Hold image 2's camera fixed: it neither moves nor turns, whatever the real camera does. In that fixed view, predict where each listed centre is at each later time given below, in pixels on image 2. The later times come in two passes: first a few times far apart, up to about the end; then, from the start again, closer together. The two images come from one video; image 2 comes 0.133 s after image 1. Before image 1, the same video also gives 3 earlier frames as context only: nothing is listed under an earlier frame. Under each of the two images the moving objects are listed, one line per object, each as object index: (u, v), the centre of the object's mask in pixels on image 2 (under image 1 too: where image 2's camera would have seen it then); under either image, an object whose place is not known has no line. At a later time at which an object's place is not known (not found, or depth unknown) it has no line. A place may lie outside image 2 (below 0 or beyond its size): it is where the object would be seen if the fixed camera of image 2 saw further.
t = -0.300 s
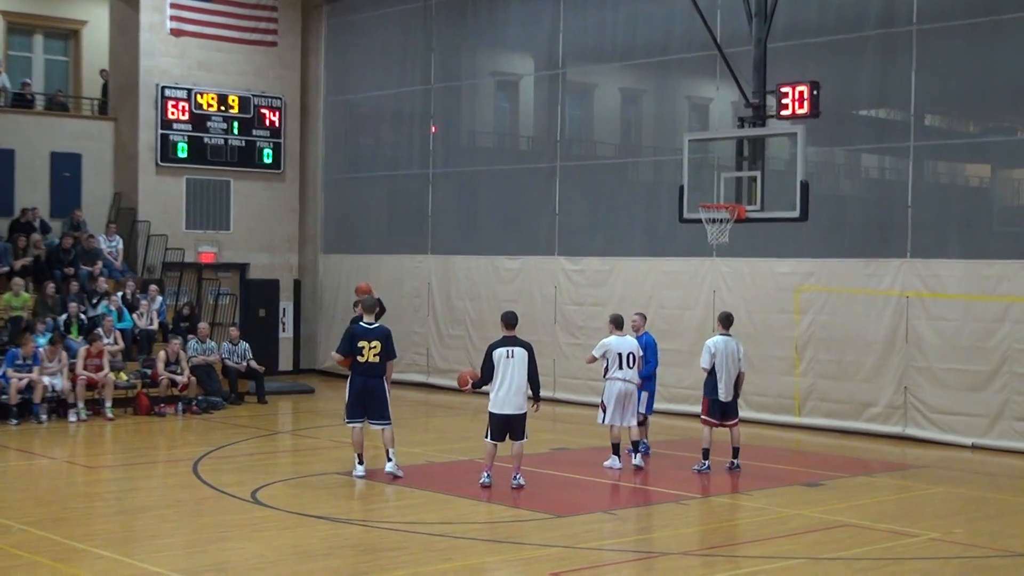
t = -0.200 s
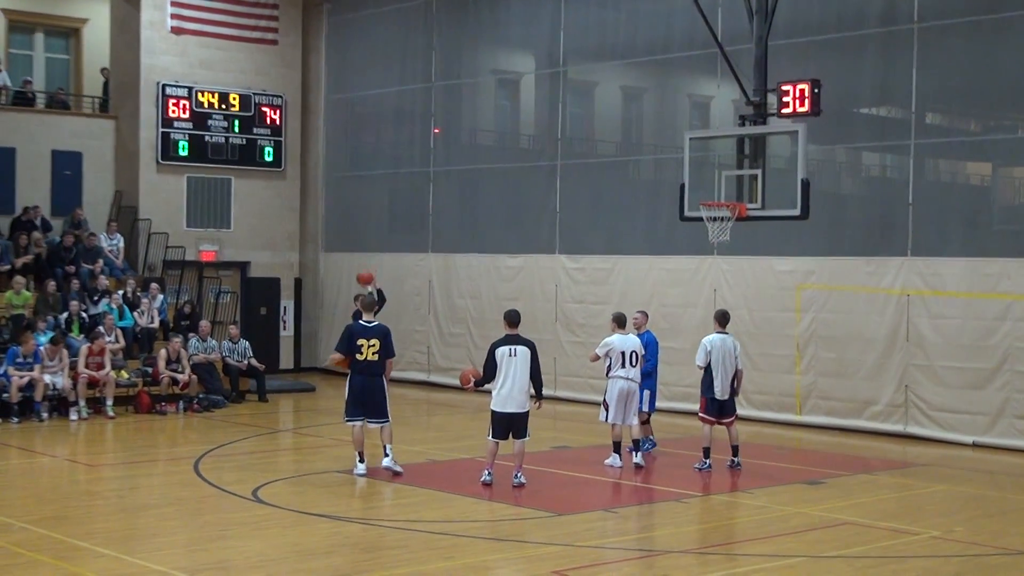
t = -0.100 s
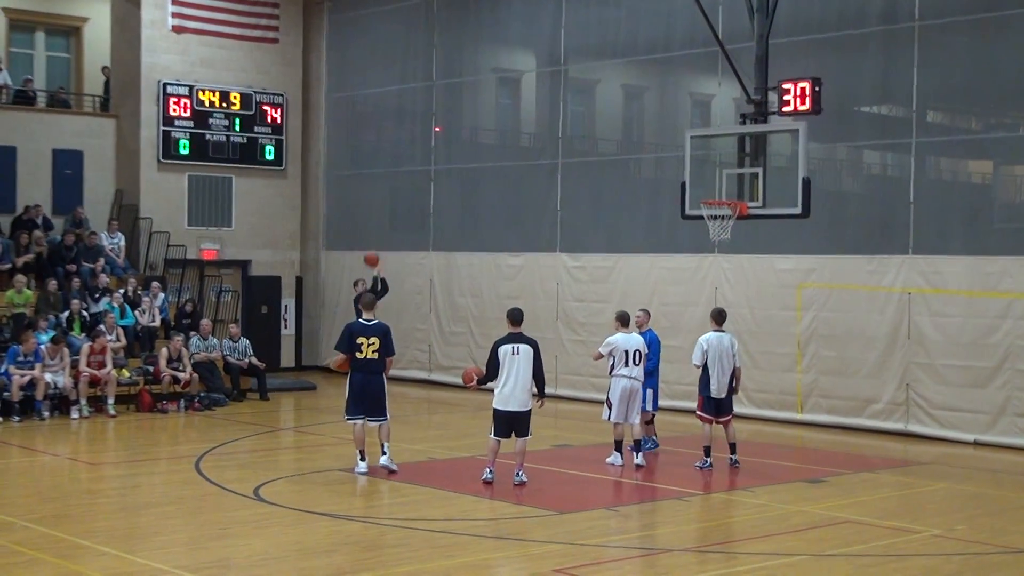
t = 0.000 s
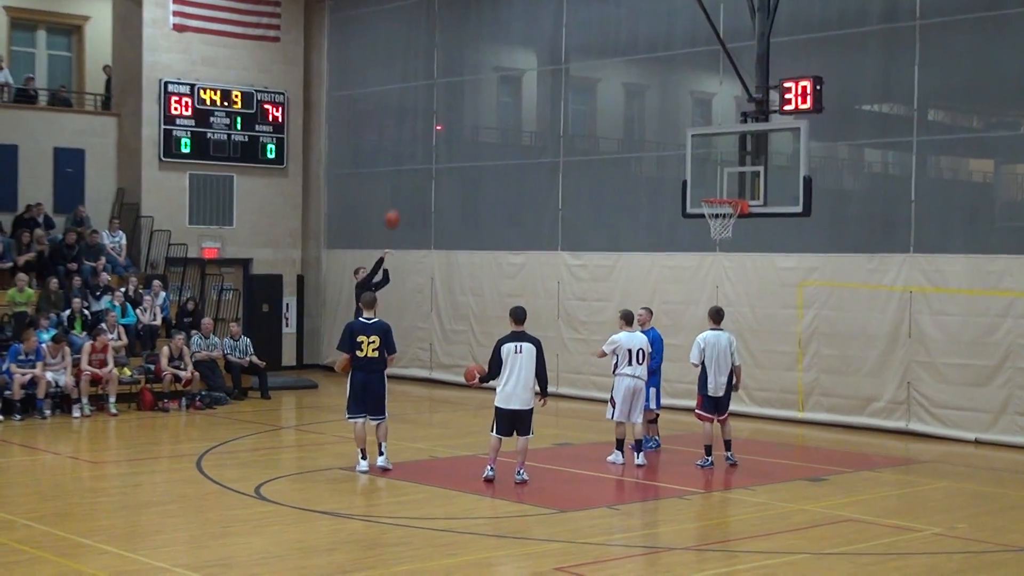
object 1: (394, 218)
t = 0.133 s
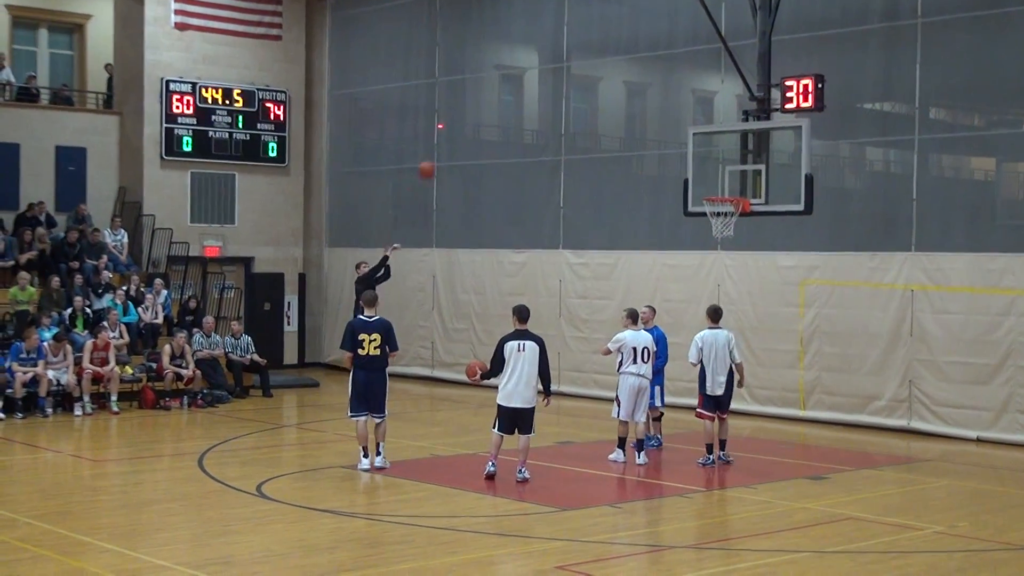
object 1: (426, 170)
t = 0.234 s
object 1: (451, 141)
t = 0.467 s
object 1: (513, 97)
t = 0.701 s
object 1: (577, 91)
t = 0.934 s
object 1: (646, 125)
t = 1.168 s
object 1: (716, 188)
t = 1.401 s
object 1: (776, 196)
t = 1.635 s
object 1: (837, 252)
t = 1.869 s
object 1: (900, 360)
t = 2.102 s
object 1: (959, 433)
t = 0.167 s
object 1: (434, 160)
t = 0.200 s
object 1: (443, 149)
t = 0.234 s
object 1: (451, 141)
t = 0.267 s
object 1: (460, 132)
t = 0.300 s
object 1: (468, 125)
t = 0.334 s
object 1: (477, 118)
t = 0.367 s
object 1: (486, 112)
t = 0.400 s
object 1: (495, 106)
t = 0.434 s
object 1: (503, 101)
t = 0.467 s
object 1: (513, 97)
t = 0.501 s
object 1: (521, 94)
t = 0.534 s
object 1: (530, 91)
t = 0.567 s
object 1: (539, 89)
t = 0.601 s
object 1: (549, 88)
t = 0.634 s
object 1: (558, 88)
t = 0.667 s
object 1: (568, 89)
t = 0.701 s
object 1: (577, 91)
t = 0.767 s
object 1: (596, 96)
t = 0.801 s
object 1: (606, 100)
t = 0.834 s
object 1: (616, 105)
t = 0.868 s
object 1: (626, 111)
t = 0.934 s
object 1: (646, 125)
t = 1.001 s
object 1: (666, 144)
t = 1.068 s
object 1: (688, 166)
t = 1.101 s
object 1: (698, 179)
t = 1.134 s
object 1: (708, 190)
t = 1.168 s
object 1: (716, 188)
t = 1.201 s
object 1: (725, 186)
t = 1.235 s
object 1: (733, 186)
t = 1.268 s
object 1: (741, 186)
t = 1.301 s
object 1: (750, 188)
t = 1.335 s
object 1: (760, 189)
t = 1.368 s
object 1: (768, 192)
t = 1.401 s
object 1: (776, 196)
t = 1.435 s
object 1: (785, 202)
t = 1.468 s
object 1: (794, 207)
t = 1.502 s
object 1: (802, 214)
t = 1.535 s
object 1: (811, 222)
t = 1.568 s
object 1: (820, 231)
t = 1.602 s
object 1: (829, 241)
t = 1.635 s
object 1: (837, 252)
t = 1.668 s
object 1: (847, 264)
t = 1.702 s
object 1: (856, 277)
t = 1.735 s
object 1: (864, 292)
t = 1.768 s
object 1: (873, 307)
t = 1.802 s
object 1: (882, 323)
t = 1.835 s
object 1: (891, 341)
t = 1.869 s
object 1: (900, 360)
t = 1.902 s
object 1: (908, 379)
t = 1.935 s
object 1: (917, 399)
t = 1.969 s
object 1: (925, 423)
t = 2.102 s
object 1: (959, 433)
